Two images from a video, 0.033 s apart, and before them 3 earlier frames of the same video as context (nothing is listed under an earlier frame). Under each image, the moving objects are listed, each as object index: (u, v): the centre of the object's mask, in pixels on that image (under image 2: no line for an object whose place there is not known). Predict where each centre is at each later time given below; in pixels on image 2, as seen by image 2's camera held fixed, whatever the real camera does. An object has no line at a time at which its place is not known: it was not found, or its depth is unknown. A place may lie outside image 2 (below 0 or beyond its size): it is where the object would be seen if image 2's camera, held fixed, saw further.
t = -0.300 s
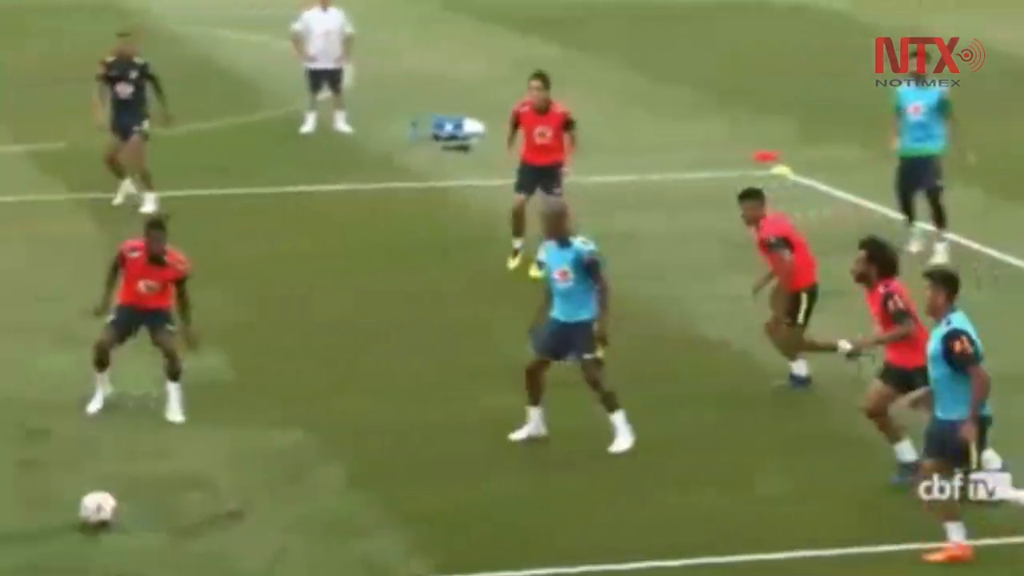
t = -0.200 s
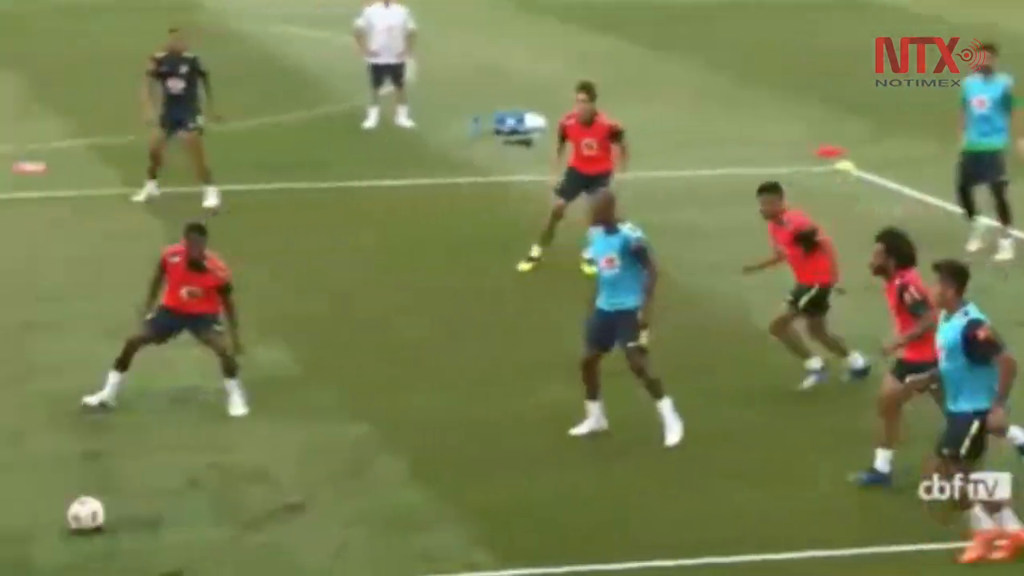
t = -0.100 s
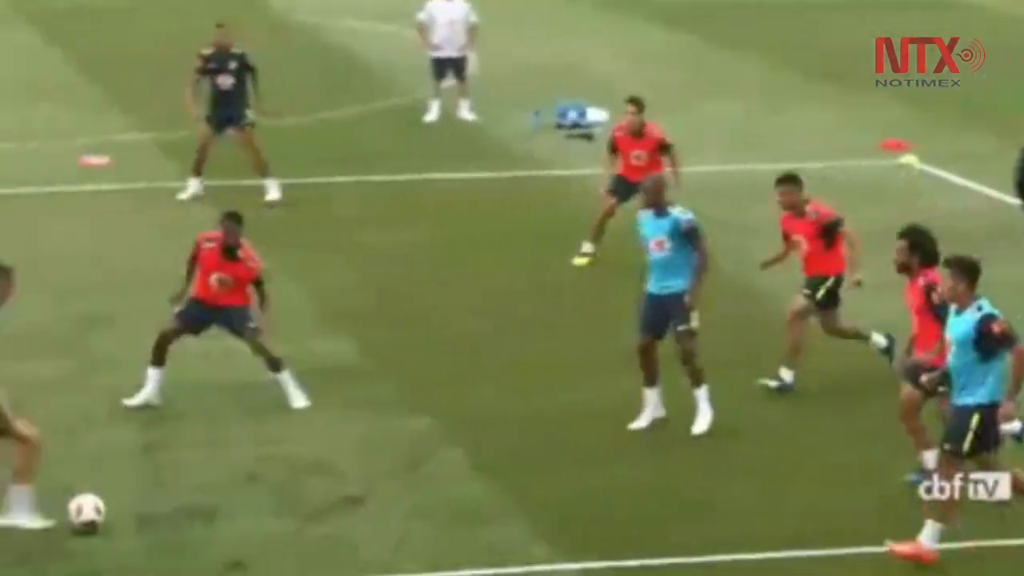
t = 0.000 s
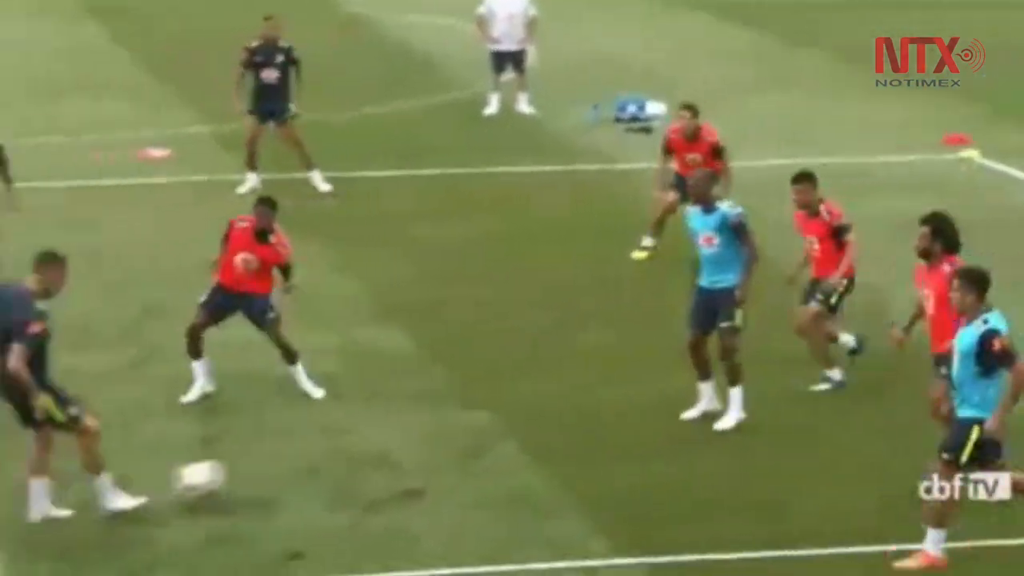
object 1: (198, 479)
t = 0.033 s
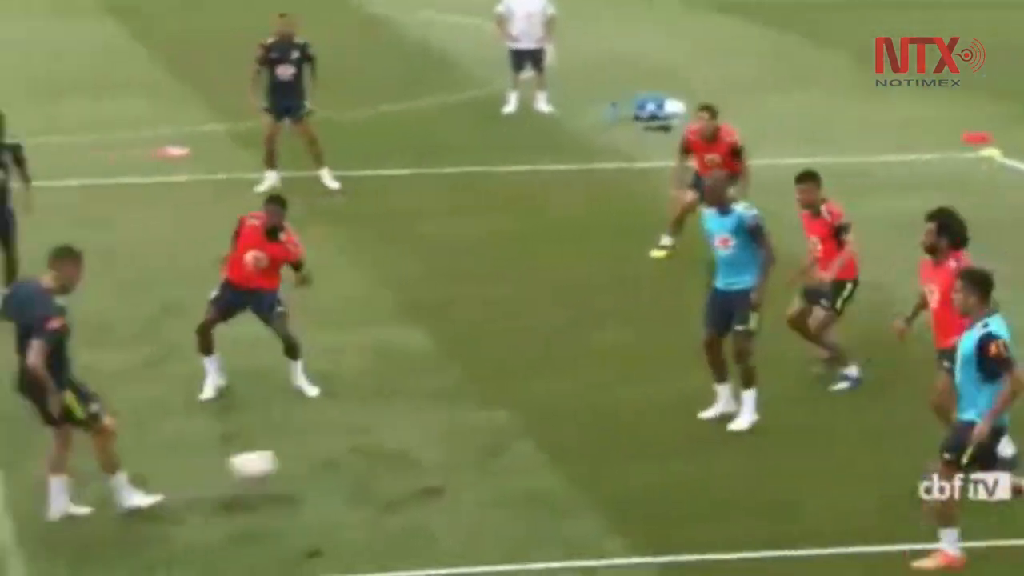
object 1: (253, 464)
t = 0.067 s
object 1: (285, 458)
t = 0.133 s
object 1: (348, 448)
